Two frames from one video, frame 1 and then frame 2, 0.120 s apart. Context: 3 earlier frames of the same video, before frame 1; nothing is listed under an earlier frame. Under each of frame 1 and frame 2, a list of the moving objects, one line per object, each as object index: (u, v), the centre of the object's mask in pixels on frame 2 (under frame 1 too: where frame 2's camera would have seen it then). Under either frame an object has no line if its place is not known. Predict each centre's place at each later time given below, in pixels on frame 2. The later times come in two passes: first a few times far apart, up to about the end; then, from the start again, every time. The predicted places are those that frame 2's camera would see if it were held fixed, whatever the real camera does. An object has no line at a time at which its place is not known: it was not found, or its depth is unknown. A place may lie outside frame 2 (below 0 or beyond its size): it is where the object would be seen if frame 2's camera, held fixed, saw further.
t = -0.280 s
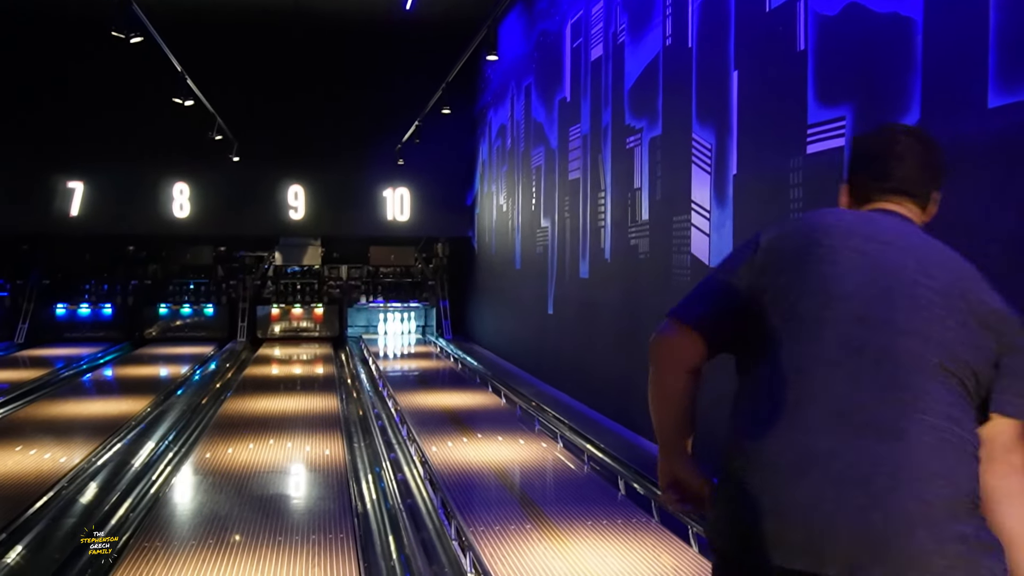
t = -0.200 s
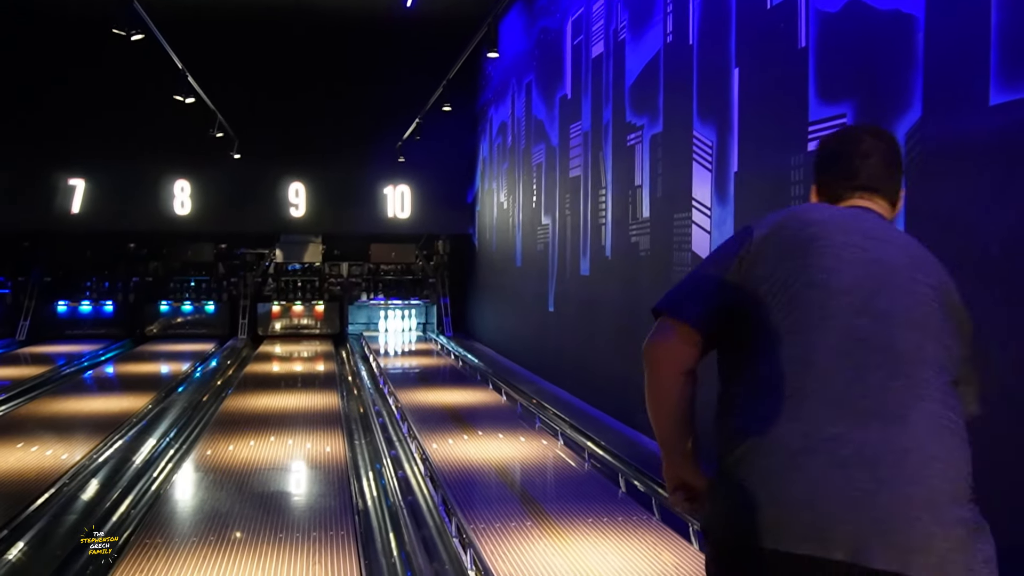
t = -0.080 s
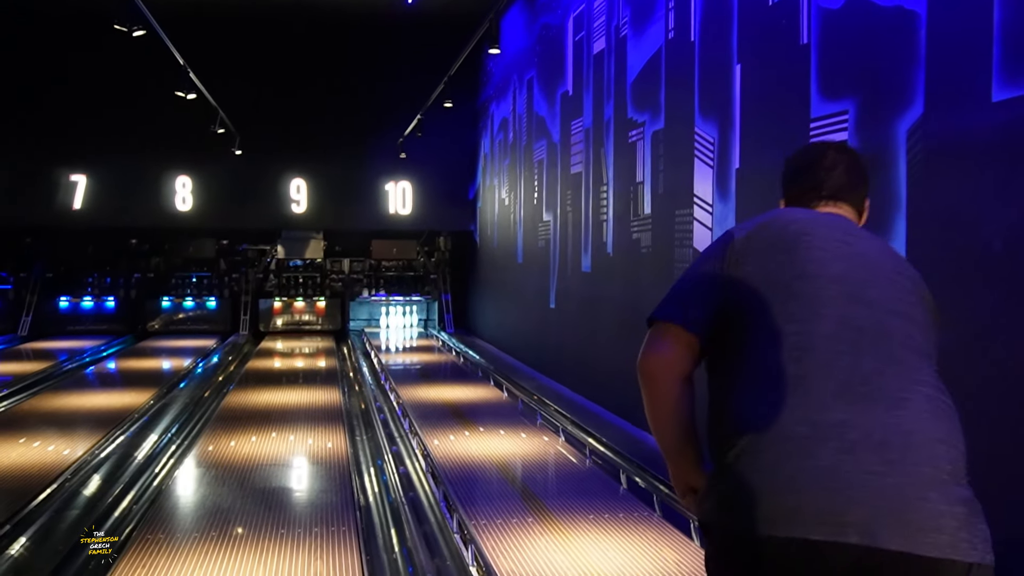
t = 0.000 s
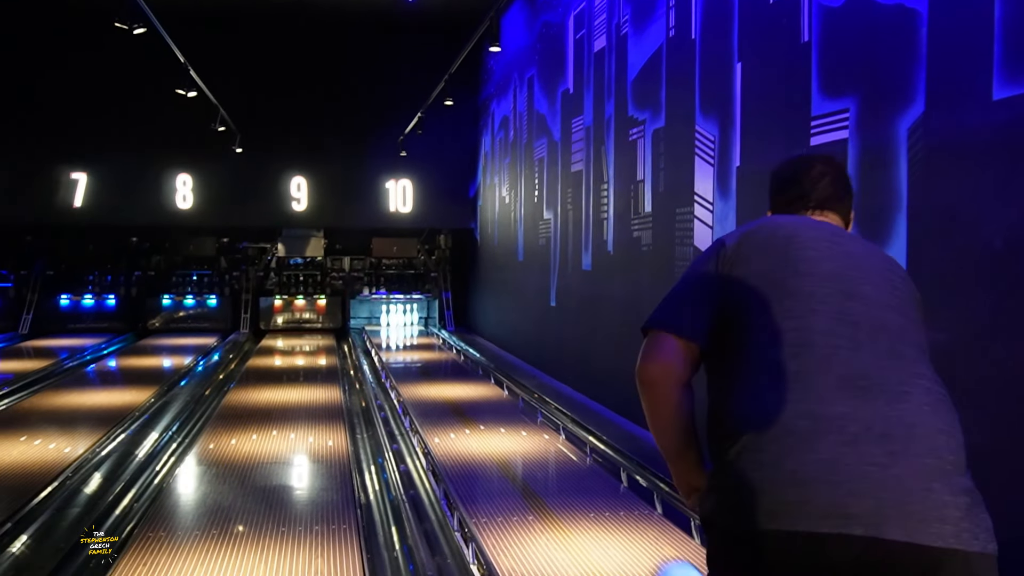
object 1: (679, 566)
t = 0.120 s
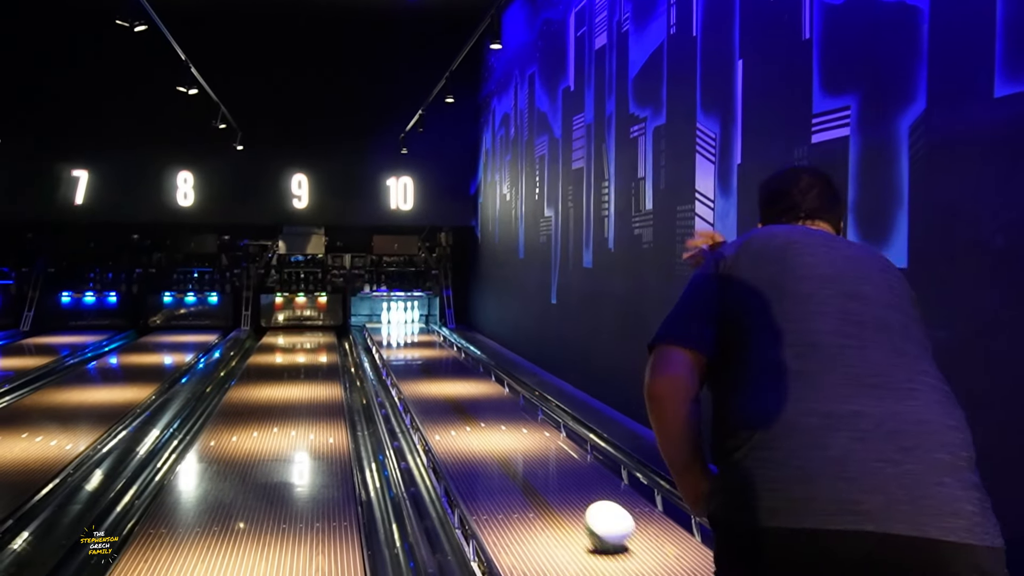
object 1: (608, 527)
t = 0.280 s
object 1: (546, 477)
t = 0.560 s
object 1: (478, 420)
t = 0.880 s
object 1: (433, 384)
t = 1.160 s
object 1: (408, 364)
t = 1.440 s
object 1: (390, 350)
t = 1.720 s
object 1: (392, 338)
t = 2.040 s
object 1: (394, 328)
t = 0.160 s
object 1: (590, 512)
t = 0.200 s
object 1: (573, 499)
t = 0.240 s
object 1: (559, 488)
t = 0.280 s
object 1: (546, 477)
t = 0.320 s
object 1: (535, 467)
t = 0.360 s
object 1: (523, 460)
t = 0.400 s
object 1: (512, 449)
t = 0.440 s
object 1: (502, 441)
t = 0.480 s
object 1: (494, 433)
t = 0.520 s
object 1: (486, 426)
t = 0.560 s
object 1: (478, 420)
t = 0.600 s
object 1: (471, 414)
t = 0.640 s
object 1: (465, 410)
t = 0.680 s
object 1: (459, 405)
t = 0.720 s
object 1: (453, 400)
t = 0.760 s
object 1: (448, 396)
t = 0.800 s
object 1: (442, 392)
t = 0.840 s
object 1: (438, 388)
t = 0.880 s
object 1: (433, 384)
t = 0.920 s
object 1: (429, 380)
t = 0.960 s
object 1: (425, 377)
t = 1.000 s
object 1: (421, 374)
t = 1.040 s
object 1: (418, 372)
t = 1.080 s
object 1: (415, 370)
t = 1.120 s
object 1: (412, 366)
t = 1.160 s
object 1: (408, 364)
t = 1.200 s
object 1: (405, 361)
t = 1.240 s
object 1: (402, 358)
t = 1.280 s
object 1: (400, 357)
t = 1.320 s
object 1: (397, 354)
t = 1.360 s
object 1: (395, 353)
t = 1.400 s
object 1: (392, 352)
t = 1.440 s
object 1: (390, 350)
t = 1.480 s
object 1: (390, 347)
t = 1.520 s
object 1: (391, 346)
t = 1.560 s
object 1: (391, 345)
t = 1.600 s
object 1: (391, 343)
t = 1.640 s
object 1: (391, 342)
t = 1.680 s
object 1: (391, 340)
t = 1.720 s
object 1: (392, 338)
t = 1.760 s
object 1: (392, 336)
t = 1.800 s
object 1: (393, 335)
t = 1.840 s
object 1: (394, 333)
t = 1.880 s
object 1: (394, 333)
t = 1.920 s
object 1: (393, 331)
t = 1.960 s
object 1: (394, 330)
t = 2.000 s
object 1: (394, 329)
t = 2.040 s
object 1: (394, 328)
